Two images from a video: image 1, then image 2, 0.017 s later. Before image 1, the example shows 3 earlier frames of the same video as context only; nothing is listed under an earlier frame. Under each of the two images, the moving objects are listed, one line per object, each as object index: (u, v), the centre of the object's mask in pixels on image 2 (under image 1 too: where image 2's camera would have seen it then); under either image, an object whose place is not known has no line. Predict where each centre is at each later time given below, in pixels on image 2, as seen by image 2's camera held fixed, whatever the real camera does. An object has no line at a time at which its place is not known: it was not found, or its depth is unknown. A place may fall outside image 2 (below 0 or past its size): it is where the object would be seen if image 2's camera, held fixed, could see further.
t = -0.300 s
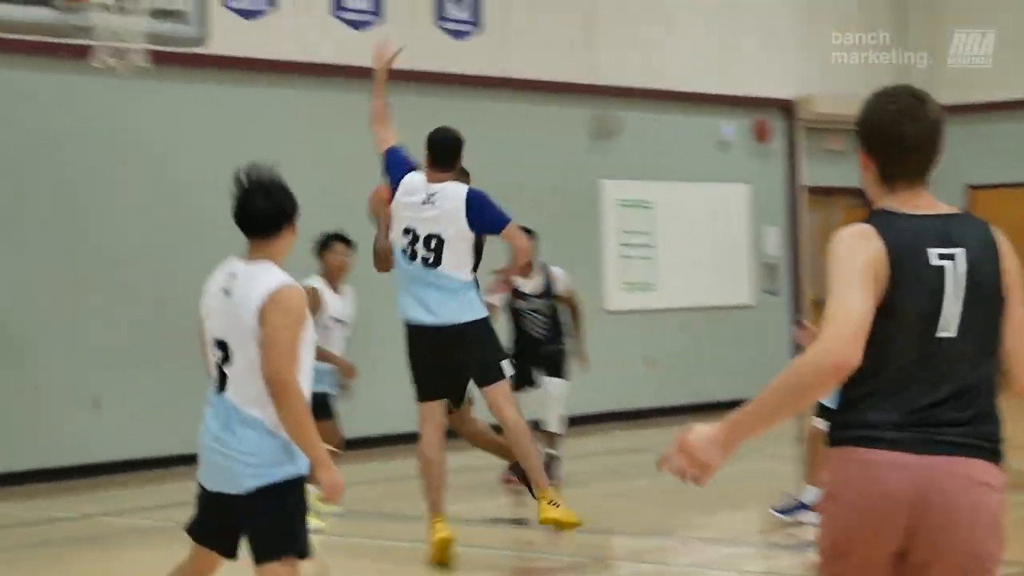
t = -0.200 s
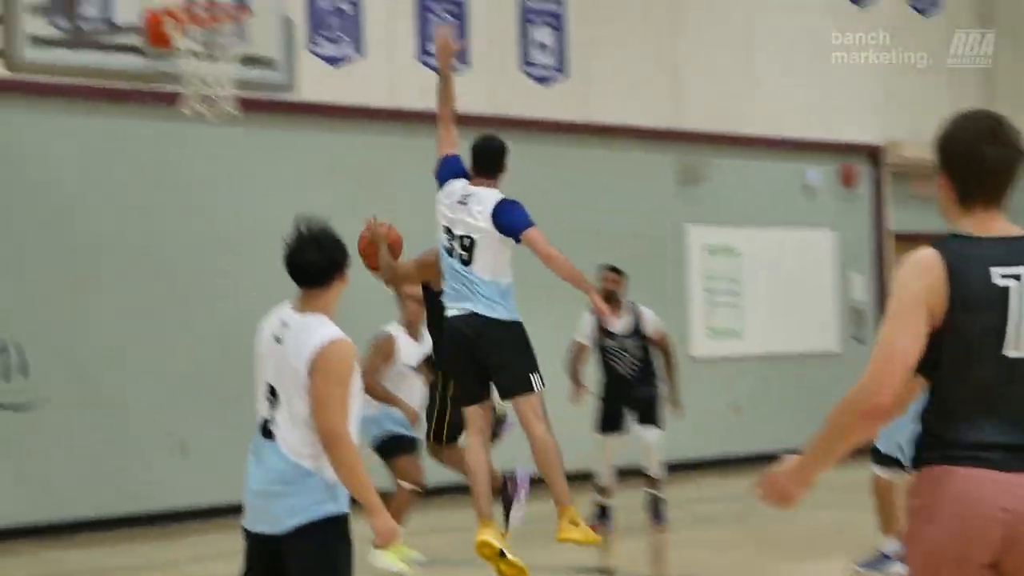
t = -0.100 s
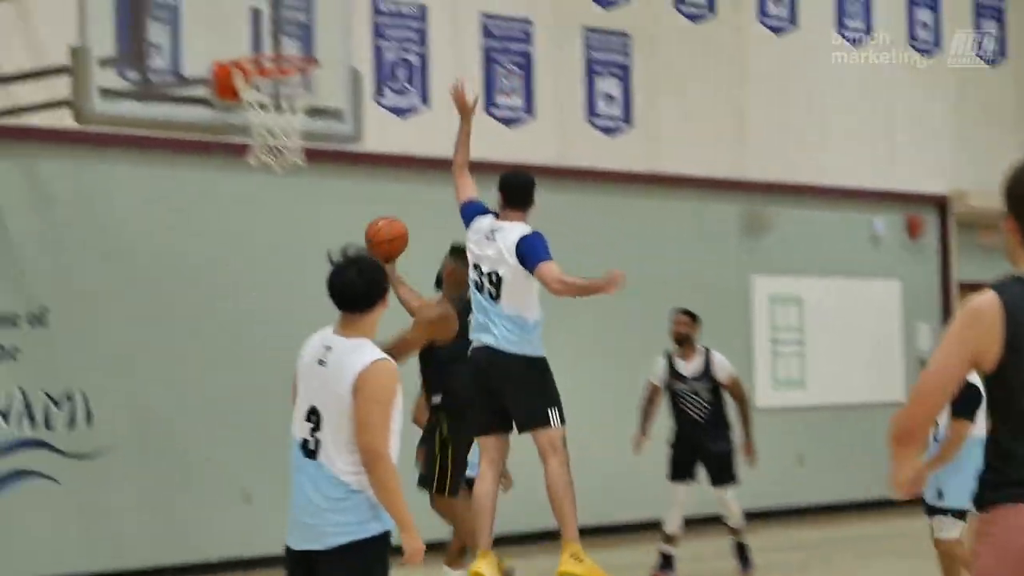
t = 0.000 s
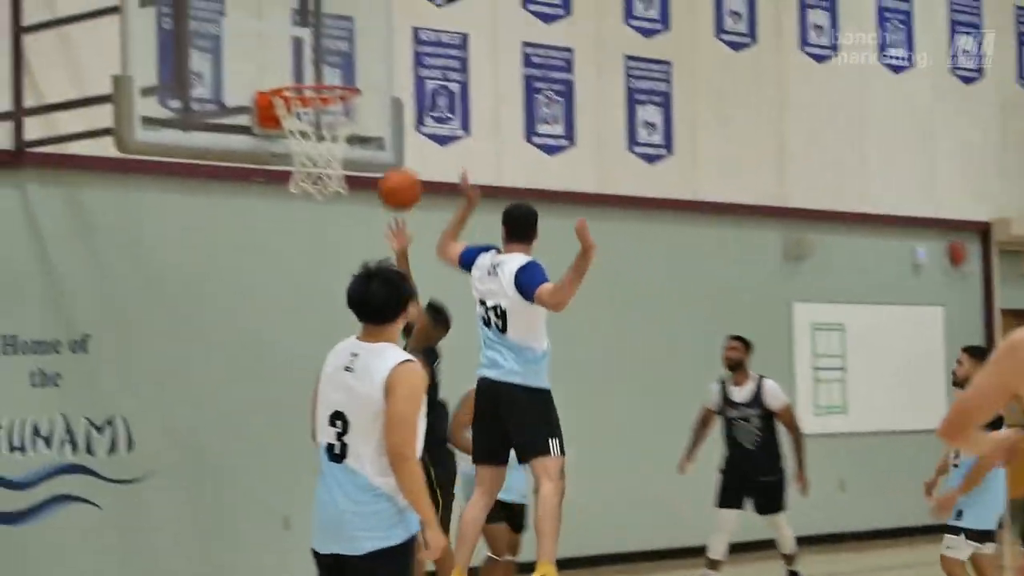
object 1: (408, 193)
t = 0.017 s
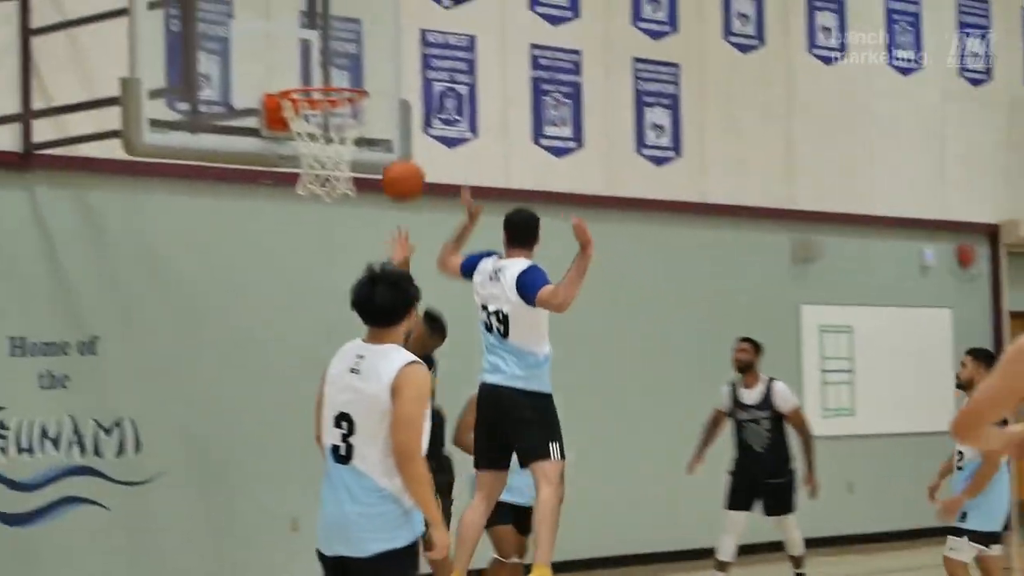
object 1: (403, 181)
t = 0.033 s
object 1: (398, 170)
